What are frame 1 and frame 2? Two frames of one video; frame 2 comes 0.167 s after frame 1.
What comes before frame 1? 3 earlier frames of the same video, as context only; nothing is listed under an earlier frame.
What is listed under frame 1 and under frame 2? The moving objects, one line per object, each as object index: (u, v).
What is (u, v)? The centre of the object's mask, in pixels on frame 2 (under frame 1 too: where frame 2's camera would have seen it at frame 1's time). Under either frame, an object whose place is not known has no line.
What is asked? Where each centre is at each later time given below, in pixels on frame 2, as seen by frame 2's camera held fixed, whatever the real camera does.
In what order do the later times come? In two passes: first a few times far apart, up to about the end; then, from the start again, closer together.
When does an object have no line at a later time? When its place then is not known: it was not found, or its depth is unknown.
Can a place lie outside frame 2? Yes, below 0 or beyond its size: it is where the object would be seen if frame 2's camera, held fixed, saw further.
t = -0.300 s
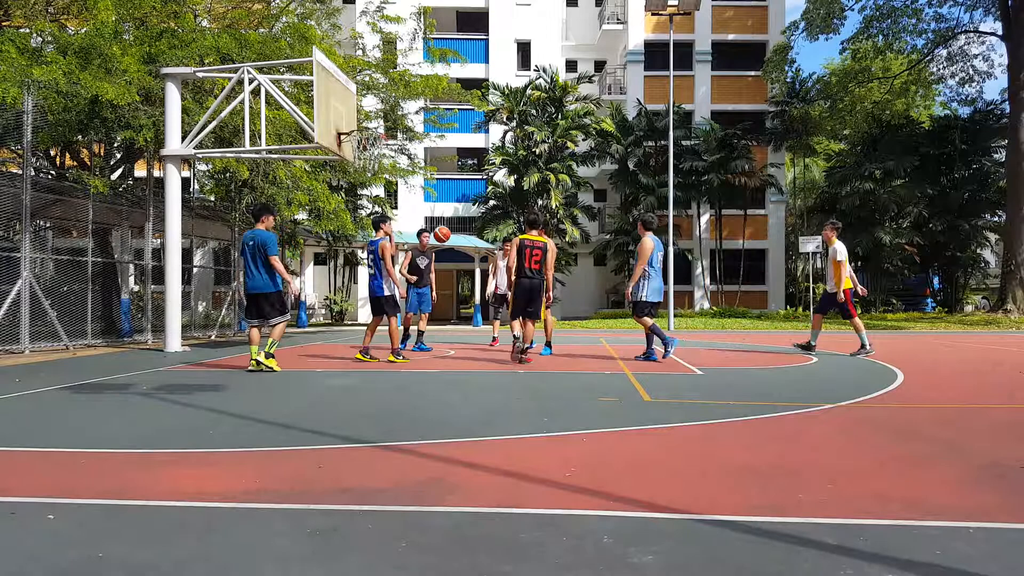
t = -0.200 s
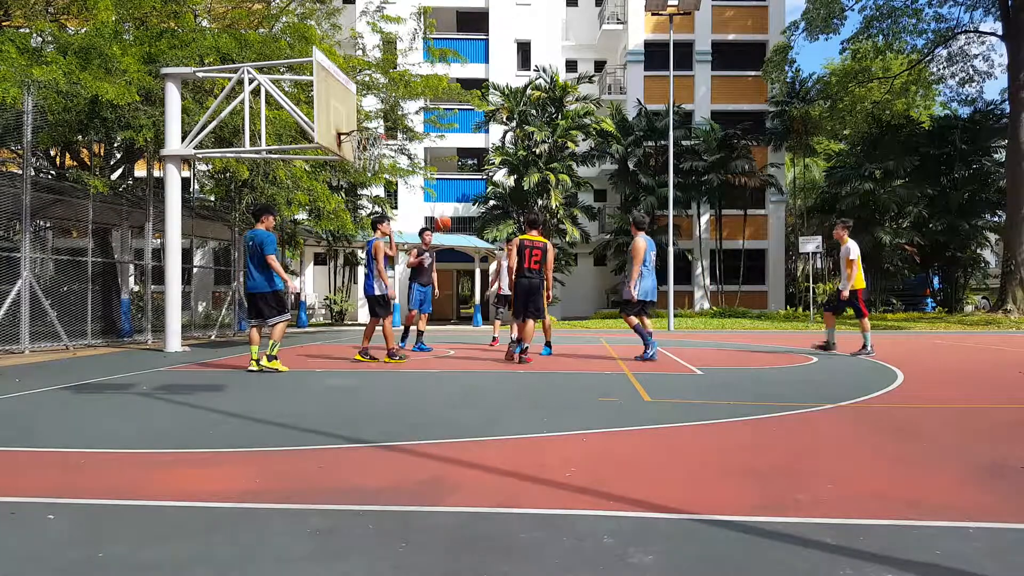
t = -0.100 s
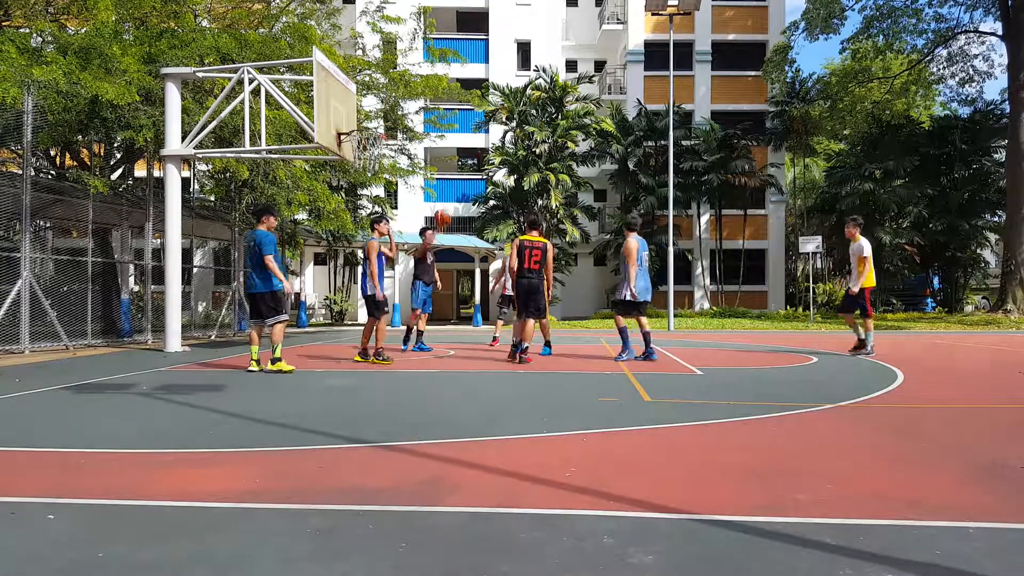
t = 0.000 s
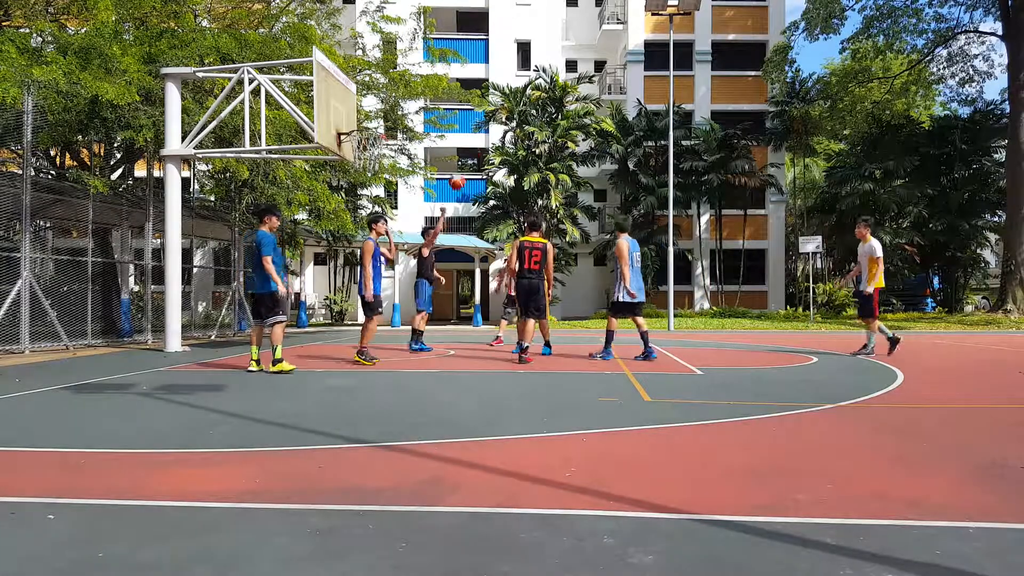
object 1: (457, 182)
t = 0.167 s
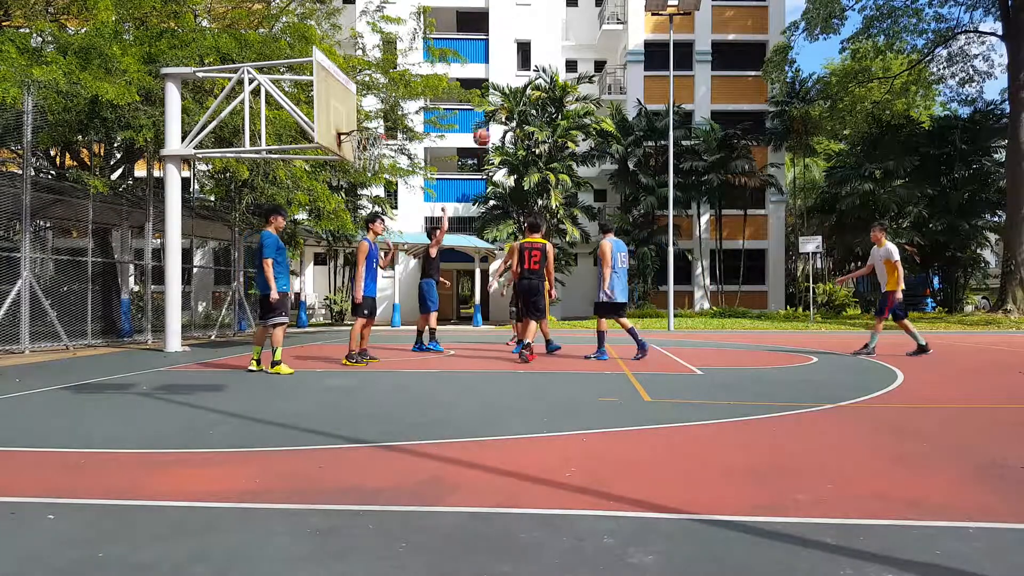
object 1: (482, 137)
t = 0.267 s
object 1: (496, 119)
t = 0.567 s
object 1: (543, 107)
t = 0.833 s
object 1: (586, 153)
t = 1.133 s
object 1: (633, 273)
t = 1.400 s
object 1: (671, 294)
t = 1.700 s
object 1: (707, 201)
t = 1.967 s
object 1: (742, 174)
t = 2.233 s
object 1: (779, 207)
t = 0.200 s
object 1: (487, 131)
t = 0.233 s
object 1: (492, 124)
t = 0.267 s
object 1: (496, 119)
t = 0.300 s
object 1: (502, 115)
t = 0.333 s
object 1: (507, 111)
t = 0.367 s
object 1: (512, 109)
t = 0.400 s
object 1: (518, 106)
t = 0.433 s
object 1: (523, 105)
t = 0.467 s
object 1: (528, 105)
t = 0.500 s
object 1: (532, 105)
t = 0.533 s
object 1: (537, 106)
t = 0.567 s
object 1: (543, 107)
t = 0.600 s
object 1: (548, 111)
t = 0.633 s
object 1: (553, 114)
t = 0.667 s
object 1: (559, 118)
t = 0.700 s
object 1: (563, 124)
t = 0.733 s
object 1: (571, 129)
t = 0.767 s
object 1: (575, 137)
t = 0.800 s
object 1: (580, 145)
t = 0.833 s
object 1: (586, 153)
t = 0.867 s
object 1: (591, 163)
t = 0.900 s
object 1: (597, 175)
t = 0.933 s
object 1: (602, 185)
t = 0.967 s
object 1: (606, 197)
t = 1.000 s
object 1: (614, 209)
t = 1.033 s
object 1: (618, 225)
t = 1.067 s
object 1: (622, 239)
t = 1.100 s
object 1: (628, 256)
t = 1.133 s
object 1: (633, 273)
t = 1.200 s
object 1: (645, 309)
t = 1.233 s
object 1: (648, 331)
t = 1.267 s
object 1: (655, 351)
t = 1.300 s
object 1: (659, 338)
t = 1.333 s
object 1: (663, 322)
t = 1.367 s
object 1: (667, 307)
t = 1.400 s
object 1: (671, 294)
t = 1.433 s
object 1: (674, 280)
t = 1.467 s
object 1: (679, 268)
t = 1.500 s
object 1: (683, 256)
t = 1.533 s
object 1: (686, 245)
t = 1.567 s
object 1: (691, 234)
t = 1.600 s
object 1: (695, 224)
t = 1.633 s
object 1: (700, 215)
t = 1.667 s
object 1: (703, 207)
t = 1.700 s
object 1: (707, 201)
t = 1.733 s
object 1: (712, 195)
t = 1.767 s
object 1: (716, 189)
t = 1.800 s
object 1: (720, 184)
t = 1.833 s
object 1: (725, 180)
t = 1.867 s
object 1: (729, 178)
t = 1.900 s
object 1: (734, 175)
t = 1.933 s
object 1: (738, 174)
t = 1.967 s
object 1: (742, 174)
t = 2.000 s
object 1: (747, 175)
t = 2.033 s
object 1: (751, 176)
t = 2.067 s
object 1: (756, 179)
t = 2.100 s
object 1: (761, 183)
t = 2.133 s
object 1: (765, 187)
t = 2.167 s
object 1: (769, 193)
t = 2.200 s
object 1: (774, 199)
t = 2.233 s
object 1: (779, 207)
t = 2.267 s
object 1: (784, 214)
